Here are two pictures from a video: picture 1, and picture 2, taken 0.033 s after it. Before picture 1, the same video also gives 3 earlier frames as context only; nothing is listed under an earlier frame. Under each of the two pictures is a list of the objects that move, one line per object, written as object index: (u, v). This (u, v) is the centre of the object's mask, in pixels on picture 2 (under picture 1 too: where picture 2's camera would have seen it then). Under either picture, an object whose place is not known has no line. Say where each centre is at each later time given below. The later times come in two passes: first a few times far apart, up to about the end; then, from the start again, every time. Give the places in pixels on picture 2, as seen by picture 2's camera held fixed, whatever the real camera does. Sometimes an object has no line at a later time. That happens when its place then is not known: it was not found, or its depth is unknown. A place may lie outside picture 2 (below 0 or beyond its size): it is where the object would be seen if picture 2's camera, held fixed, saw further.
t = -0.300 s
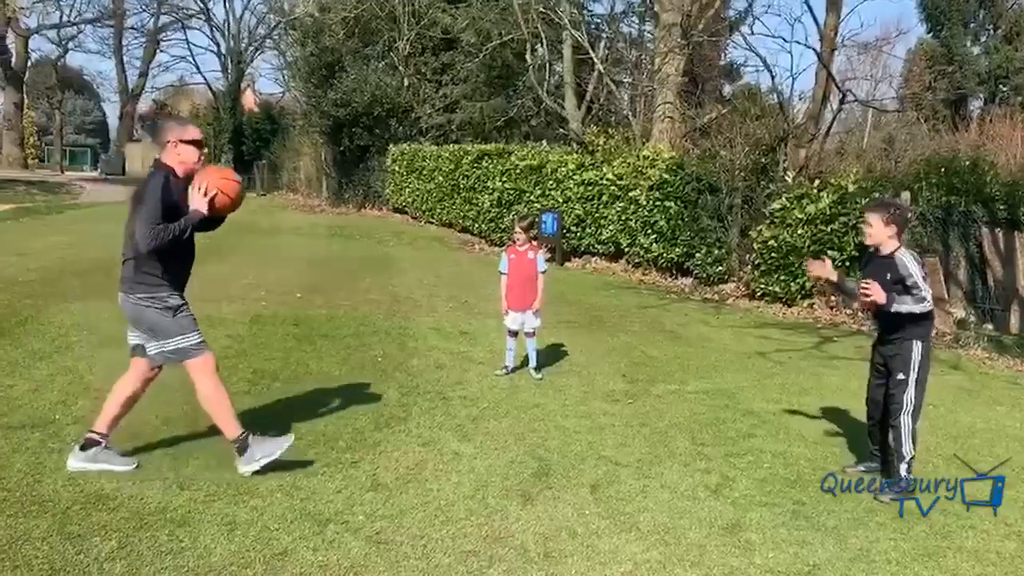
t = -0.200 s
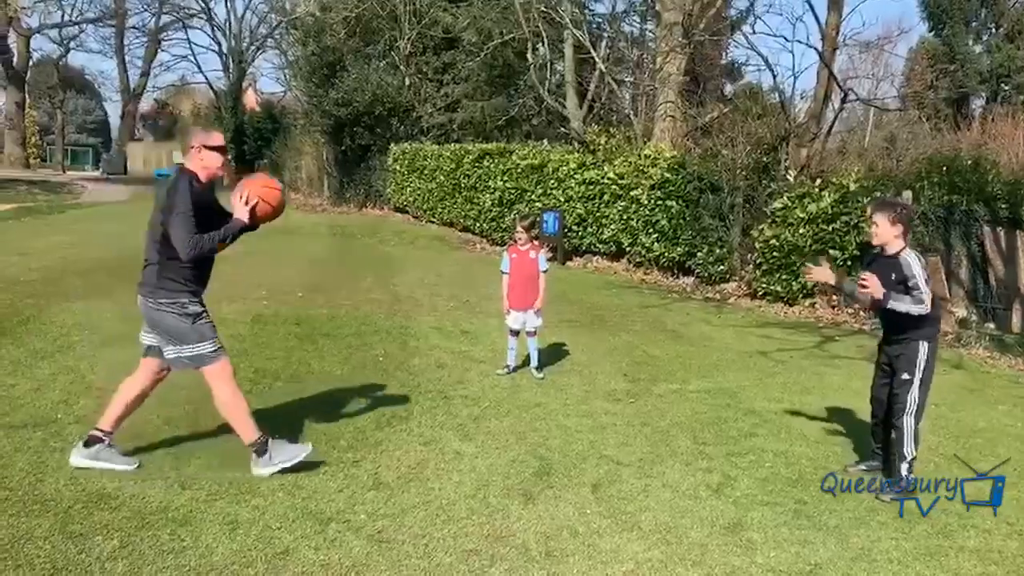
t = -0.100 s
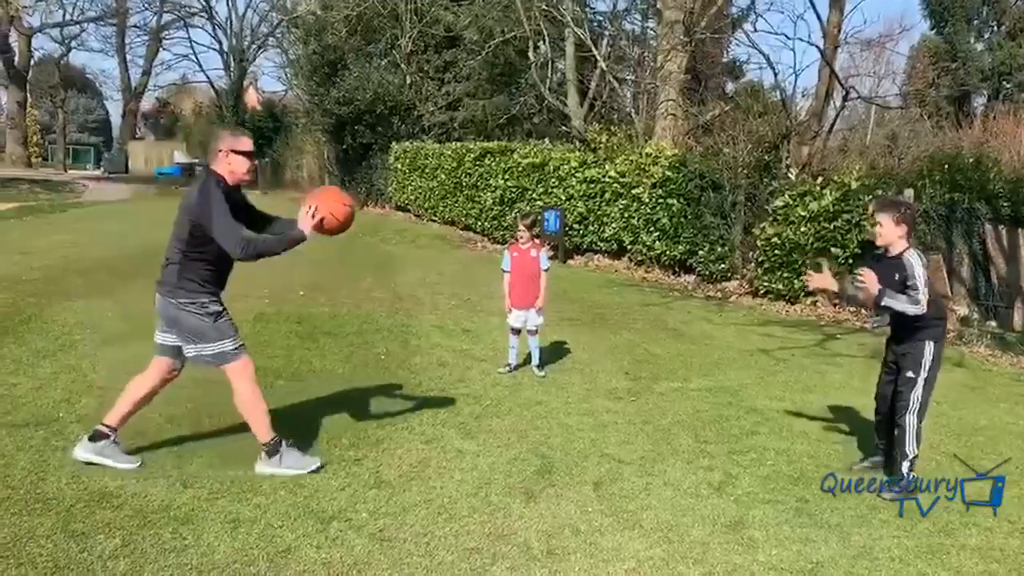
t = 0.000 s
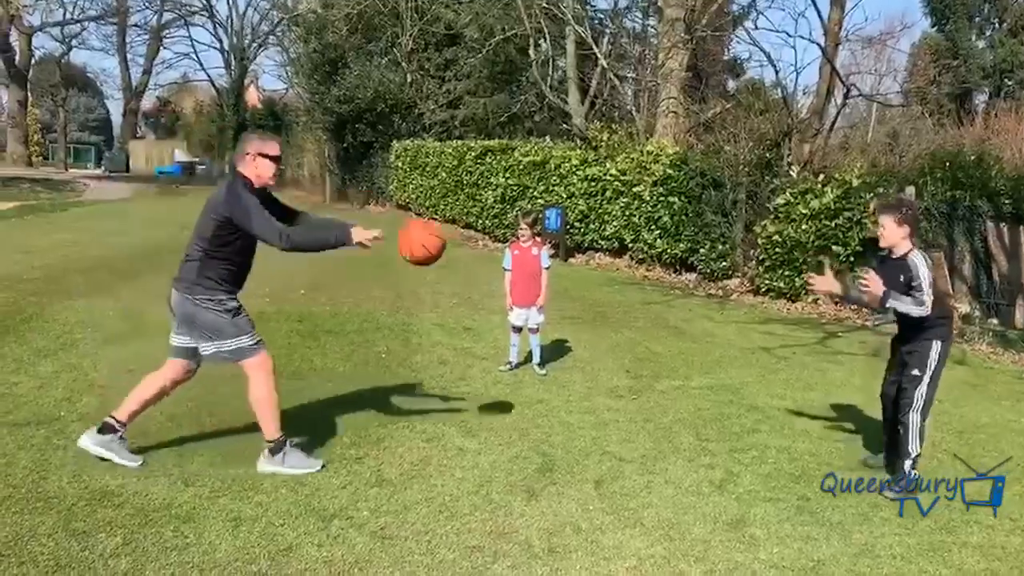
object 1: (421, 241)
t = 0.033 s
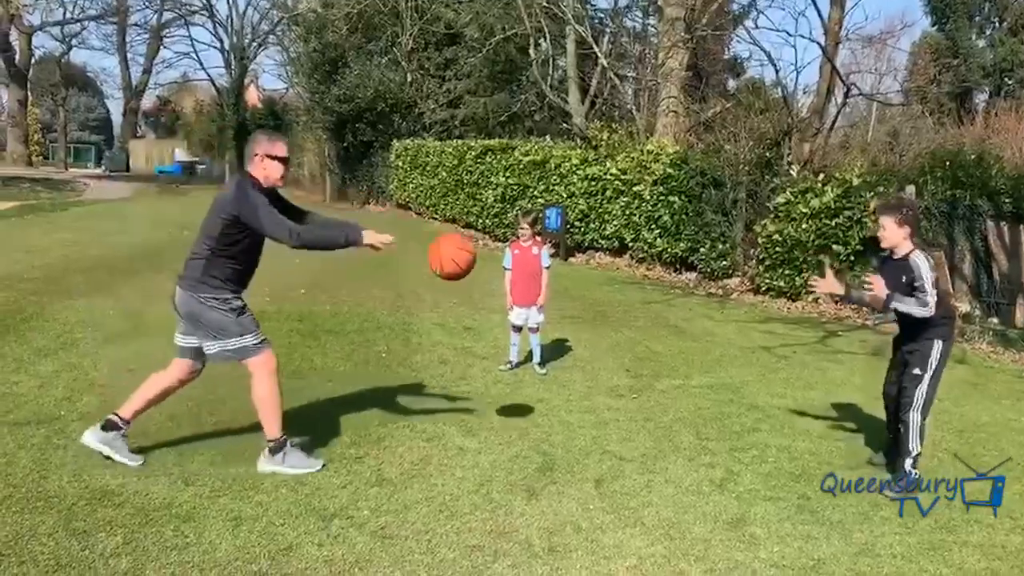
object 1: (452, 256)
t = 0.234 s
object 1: (620, 388)
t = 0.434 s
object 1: (743, 382)
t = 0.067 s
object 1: (481, 273)
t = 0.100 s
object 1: (509, 293)
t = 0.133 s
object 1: (540, 315)
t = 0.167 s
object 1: (566, 336)
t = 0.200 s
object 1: (593, 361)
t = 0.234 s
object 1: (620, 388)
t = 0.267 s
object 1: (646, 416)
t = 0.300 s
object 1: (673, 446)
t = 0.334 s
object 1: (692, 445)
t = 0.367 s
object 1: (710, 421)
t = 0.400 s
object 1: (727, 401)
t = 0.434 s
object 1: (743, 382)
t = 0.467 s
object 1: (760, 366)
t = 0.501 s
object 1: (776, 352)
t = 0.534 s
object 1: (792, 340)
